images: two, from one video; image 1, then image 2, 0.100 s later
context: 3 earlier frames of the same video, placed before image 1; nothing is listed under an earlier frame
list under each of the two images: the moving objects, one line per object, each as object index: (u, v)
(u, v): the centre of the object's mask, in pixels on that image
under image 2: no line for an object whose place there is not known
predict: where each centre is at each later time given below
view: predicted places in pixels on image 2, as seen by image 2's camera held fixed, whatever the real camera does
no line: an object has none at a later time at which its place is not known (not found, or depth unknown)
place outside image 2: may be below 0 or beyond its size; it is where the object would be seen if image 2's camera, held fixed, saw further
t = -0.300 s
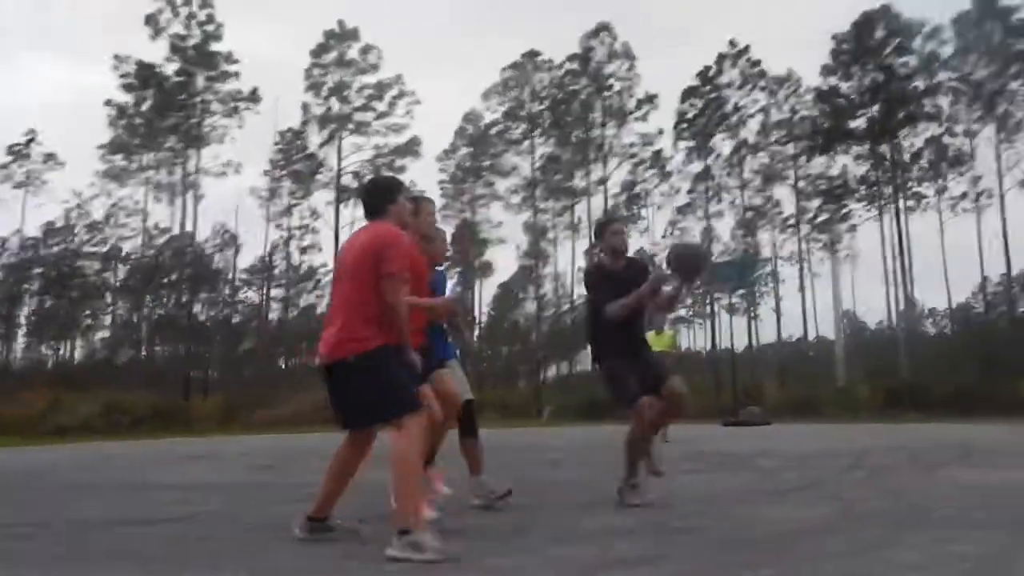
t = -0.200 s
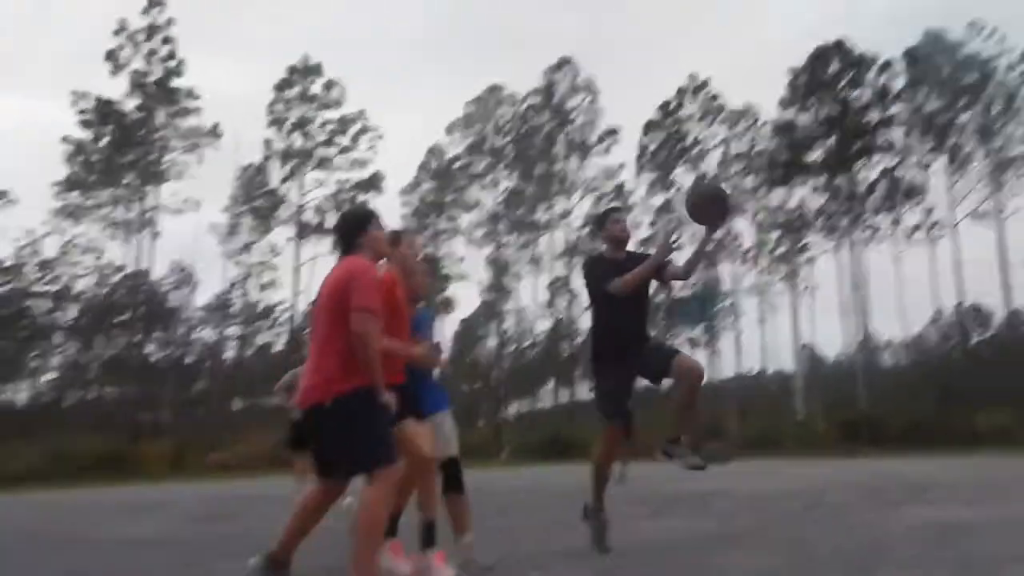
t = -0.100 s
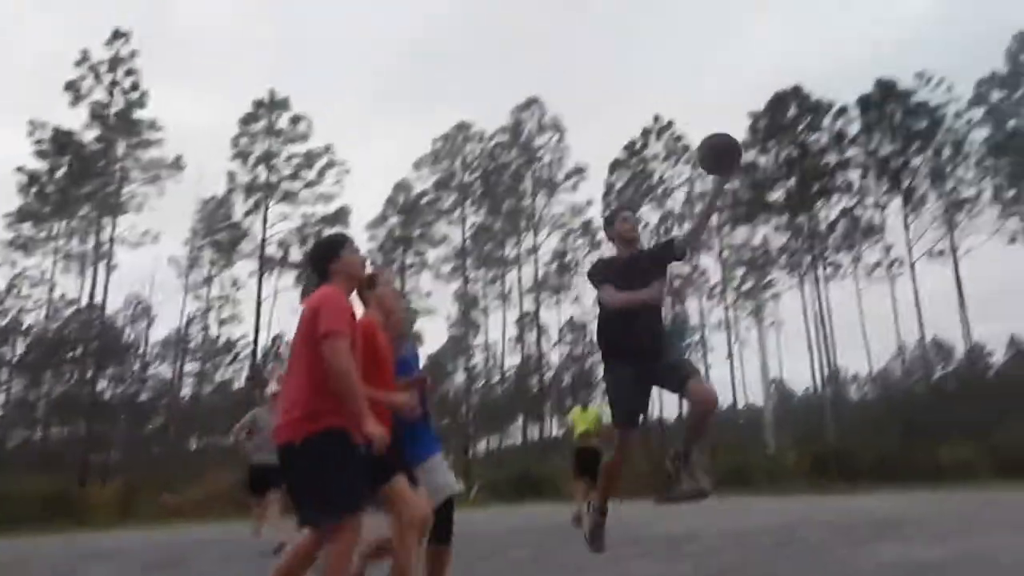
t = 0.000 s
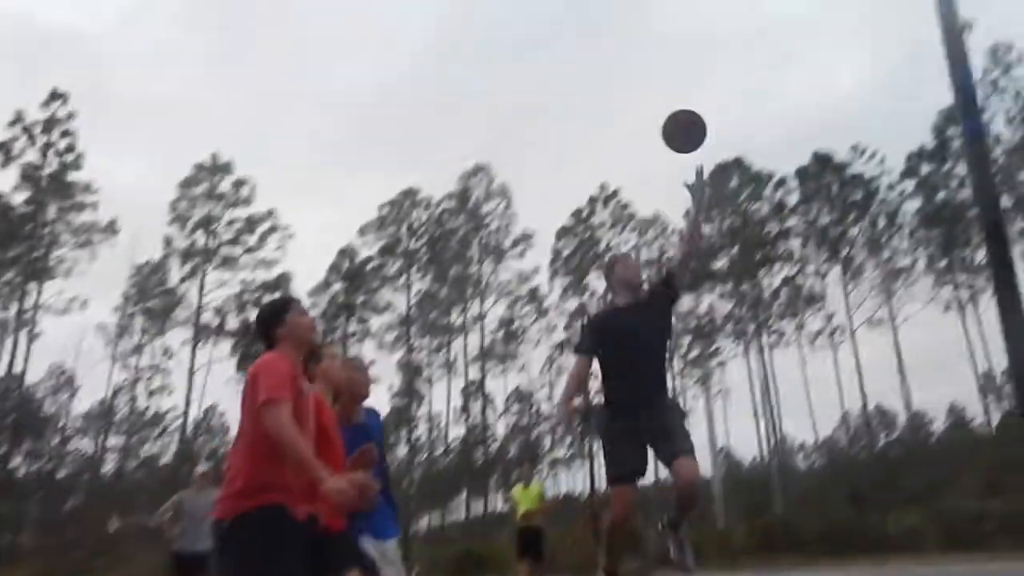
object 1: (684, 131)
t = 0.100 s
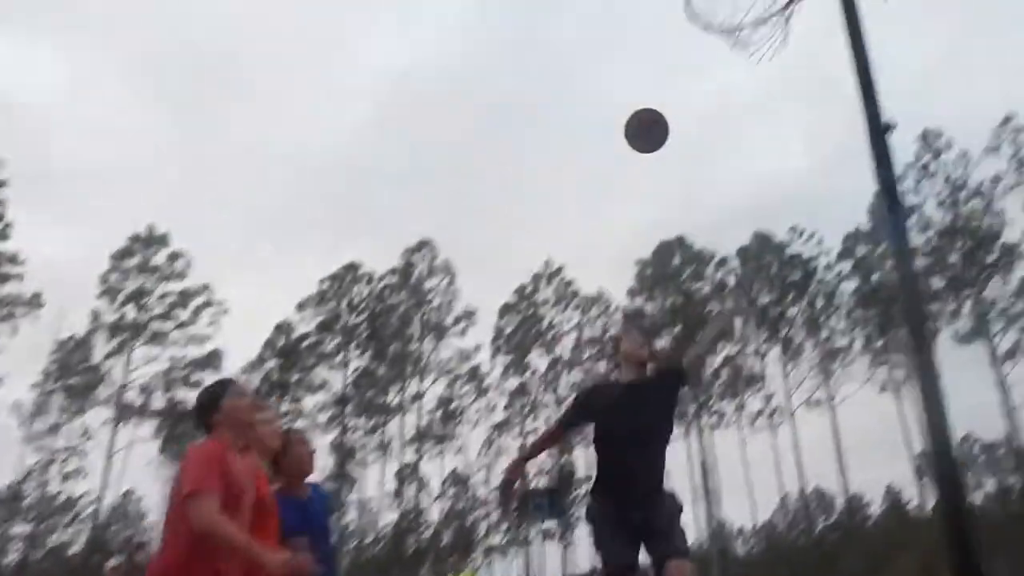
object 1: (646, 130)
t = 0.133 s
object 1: (654, 110)
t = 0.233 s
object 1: (671, 49)
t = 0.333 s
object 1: (701, -4)
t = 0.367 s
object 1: (713, -12)
